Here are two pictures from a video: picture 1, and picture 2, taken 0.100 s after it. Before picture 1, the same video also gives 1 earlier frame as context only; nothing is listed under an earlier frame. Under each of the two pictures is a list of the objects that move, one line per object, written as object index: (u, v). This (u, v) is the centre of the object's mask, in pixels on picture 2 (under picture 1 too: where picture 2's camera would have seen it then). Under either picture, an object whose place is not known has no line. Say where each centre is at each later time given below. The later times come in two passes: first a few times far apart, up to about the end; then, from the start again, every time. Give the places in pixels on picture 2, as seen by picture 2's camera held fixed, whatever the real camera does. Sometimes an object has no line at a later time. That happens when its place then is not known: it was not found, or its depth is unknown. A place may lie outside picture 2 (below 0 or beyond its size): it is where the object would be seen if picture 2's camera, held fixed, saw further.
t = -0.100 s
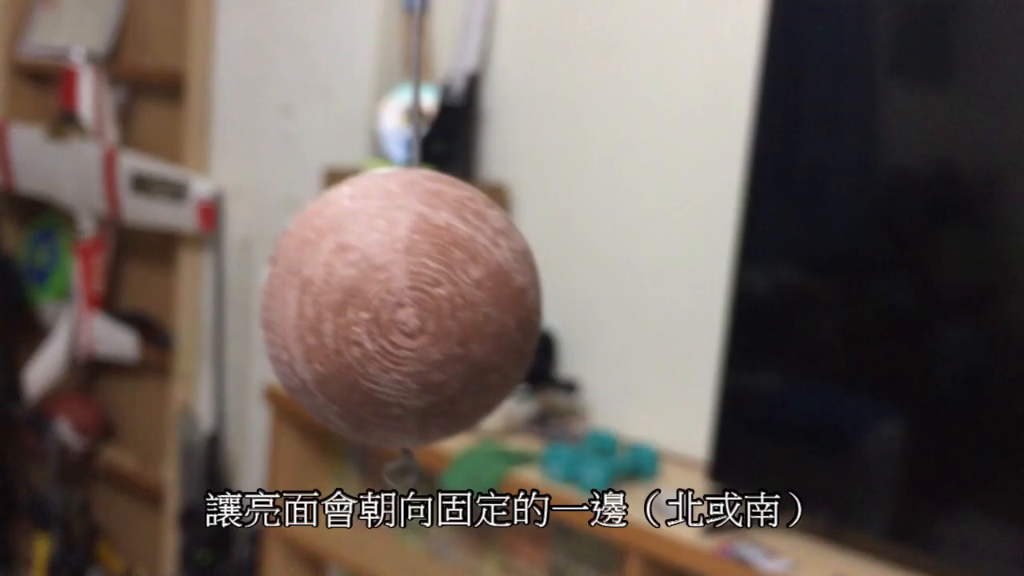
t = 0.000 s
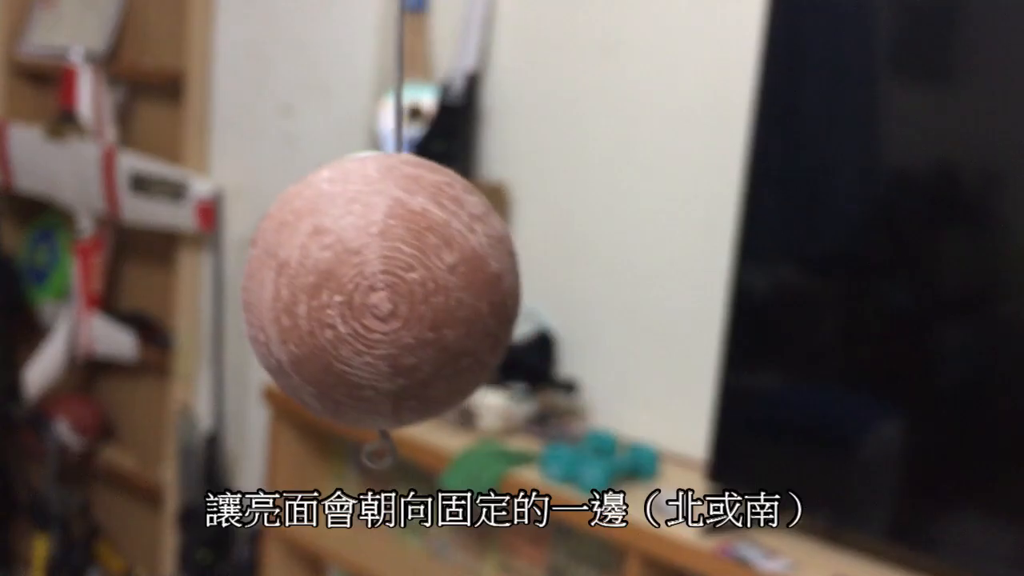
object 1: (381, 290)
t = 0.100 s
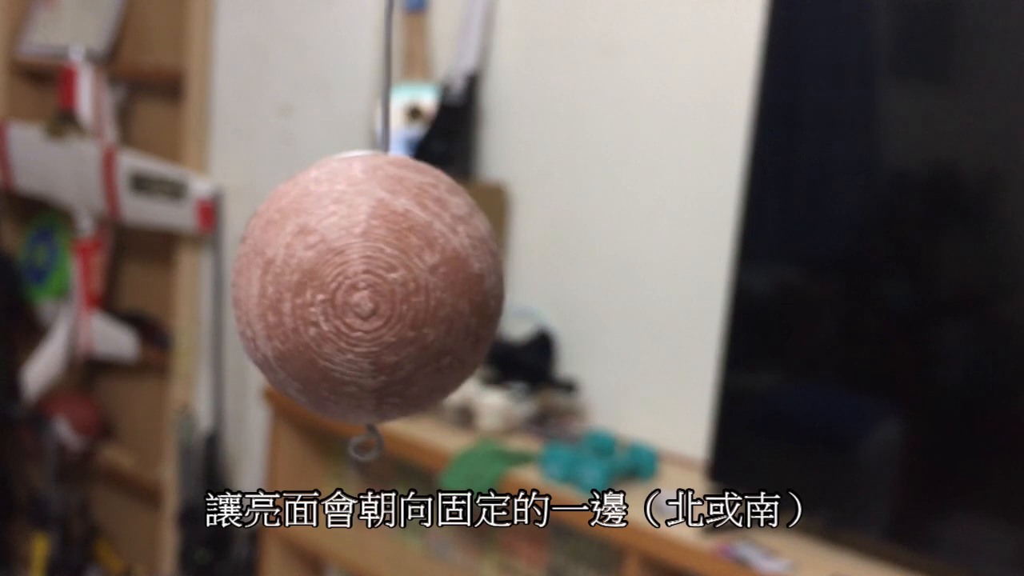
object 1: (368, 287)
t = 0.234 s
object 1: (372, 286)
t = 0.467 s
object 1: (406, 292)
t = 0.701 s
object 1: (393, 286)
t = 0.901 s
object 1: (390, 289)
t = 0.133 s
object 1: (367, 286)
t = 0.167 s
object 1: (367, 285)
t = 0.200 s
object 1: (369, 285)
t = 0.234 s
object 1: (372, 286)
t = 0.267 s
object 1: (376, 288)
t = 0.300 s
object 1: (381, 289)
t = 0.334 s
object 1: (387, 288)
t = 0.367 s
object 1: (393, 287)
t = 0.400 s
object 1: (399, 288)
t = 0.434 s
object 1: (403, 290)
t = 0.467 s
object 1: (406, 292)
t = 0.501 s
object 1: (407, 294)
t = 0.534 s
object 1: (407, 295)
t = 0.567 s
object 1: (405, 296)
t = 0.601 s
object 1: (402, 295)
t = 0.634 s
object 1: (400, 291)
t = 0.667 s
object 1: (396, 288)
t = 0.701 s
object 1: (393, 286)
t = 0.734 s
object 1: (389, 288)
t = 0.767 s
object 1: (385, 294)
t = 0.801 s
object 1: (383, 299)
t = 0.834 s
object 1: (383, 300)
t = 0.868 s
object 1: (386, 297)
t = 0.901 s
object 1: (390, 289)
